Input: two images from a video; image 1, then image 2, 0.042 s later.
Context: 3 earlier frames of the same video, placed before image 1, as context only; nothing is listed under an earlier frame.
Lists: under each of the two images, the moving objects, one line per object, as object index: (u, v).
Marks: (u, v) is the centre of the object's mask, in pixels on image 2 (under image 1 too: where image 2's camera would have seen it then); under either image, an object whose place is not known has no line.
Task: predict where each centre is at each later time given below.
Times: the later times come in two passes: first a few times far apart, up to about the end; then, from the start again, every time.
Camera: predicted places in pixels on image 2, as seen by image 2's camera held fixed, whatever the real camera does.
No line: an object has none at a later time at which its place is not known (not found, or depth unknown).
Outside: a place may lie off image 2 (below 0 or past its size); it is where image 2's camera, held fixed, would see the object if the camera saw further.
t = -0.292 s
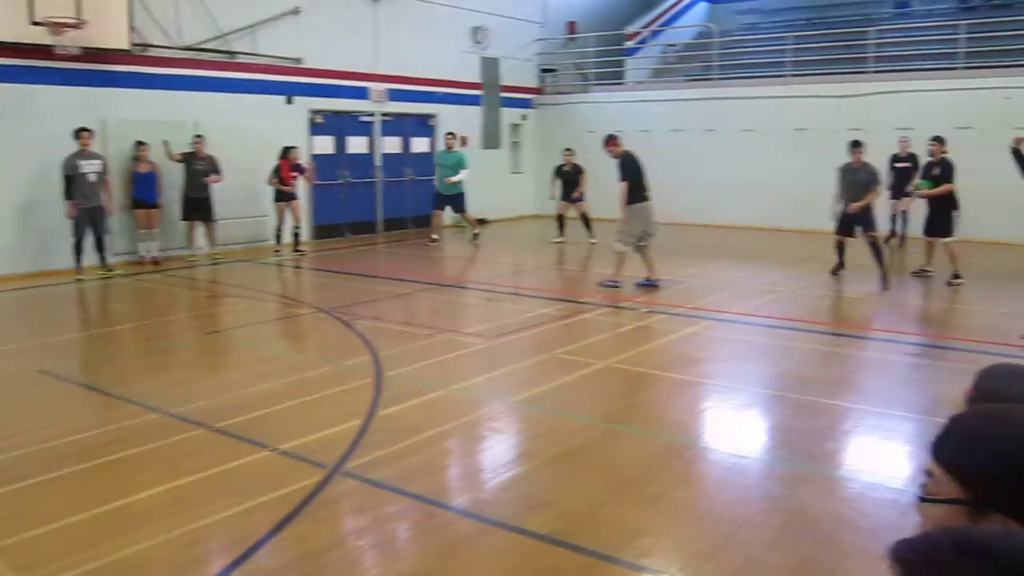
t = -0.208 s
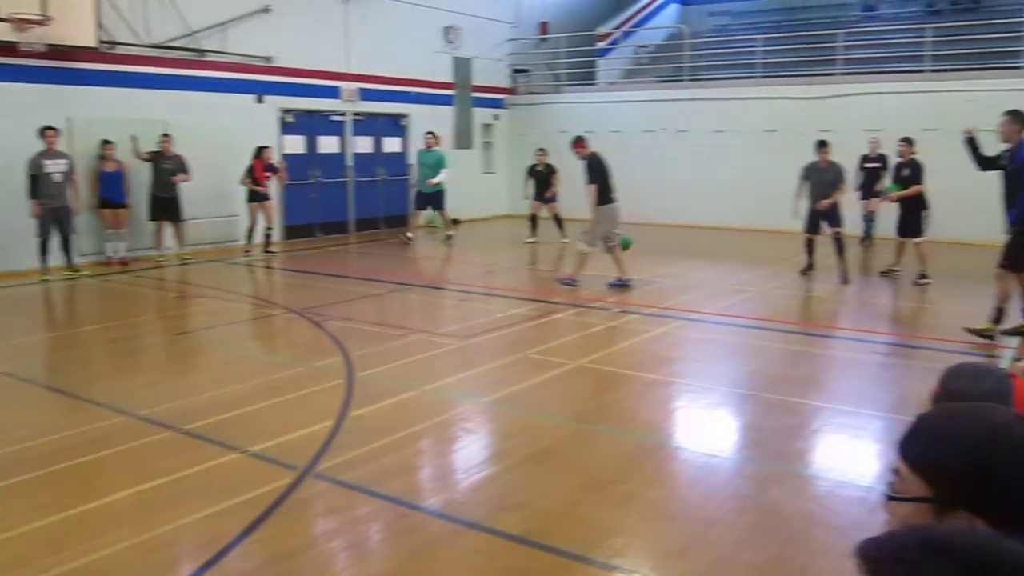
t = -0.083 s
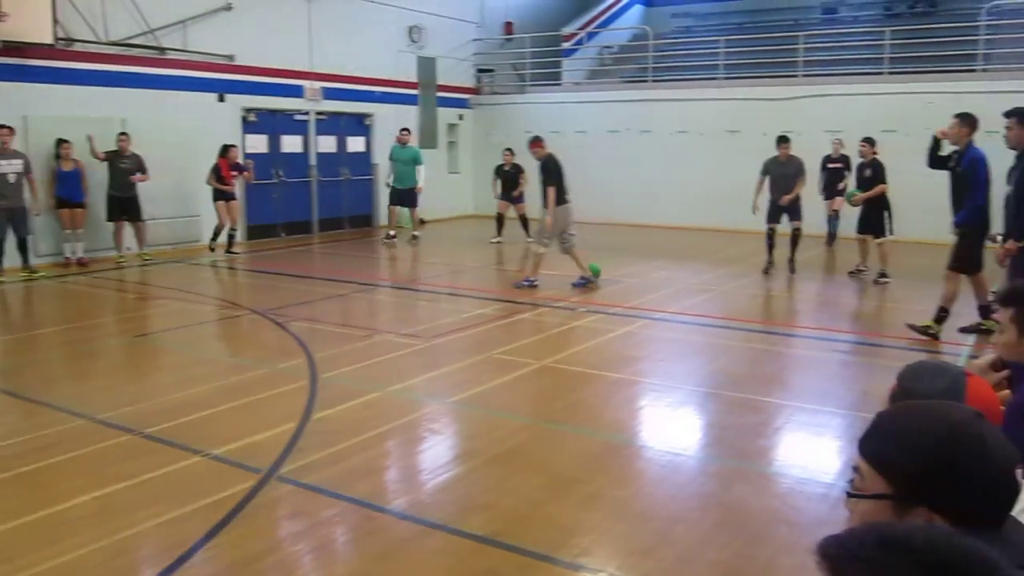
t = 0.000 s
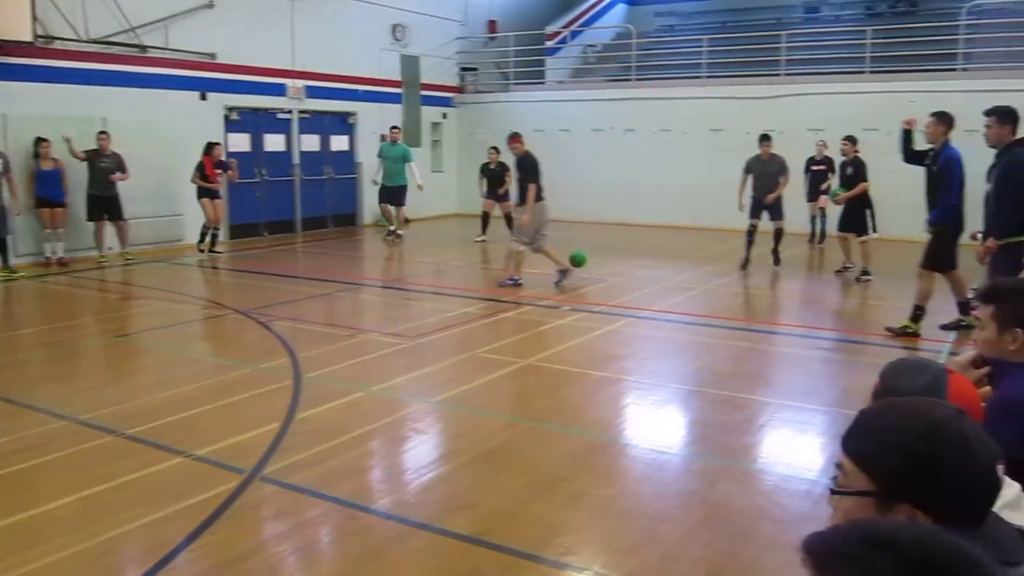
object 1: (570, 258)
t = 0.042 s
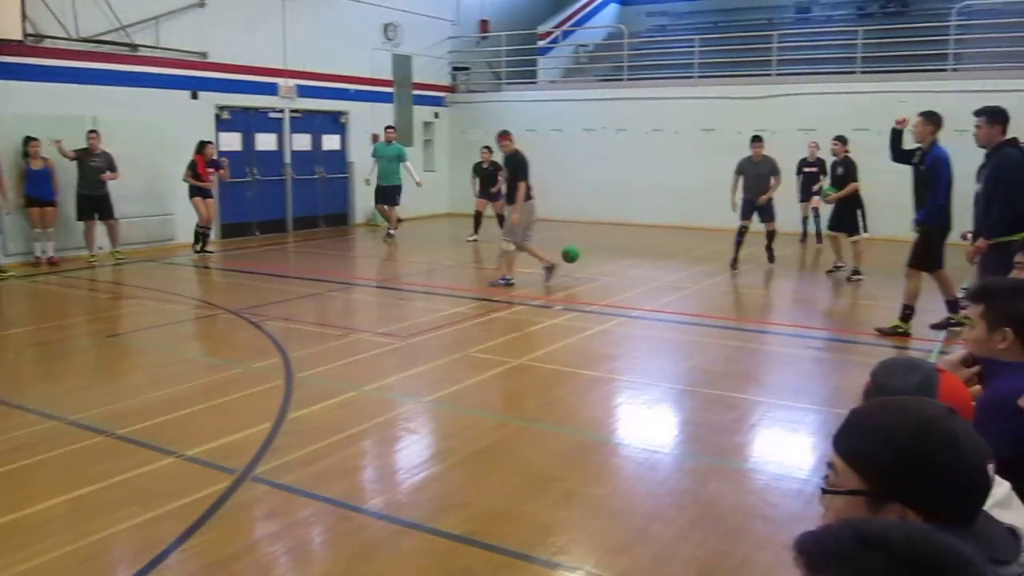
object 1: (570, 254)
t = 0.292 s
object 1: (574, 257)
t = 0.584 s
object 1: (580, 264)
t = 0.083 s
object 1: (570, 251)
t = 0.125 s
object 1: (571, 250)
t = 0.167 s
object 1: (572, 250)
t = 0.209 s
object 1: (573, 251)
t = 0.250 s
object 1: (574, 254)
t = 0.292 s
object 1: (574, 257)
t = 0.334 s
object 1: (576, 263)
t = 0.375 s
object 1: (576, 270)
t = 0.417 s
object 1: (577, 266)
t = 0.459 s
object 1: (578, 264)
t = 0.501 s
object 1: (578, 262)
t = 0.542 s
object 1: (579, 263)
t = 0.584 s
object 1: (580, 264)
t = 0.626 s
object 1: (580, 267)
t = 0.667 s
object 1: (581, 268)
